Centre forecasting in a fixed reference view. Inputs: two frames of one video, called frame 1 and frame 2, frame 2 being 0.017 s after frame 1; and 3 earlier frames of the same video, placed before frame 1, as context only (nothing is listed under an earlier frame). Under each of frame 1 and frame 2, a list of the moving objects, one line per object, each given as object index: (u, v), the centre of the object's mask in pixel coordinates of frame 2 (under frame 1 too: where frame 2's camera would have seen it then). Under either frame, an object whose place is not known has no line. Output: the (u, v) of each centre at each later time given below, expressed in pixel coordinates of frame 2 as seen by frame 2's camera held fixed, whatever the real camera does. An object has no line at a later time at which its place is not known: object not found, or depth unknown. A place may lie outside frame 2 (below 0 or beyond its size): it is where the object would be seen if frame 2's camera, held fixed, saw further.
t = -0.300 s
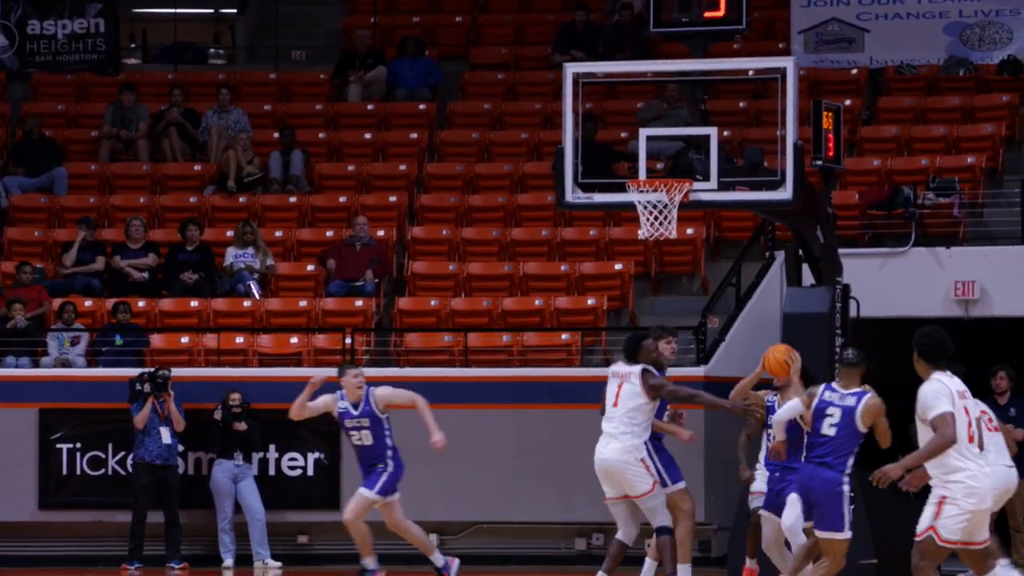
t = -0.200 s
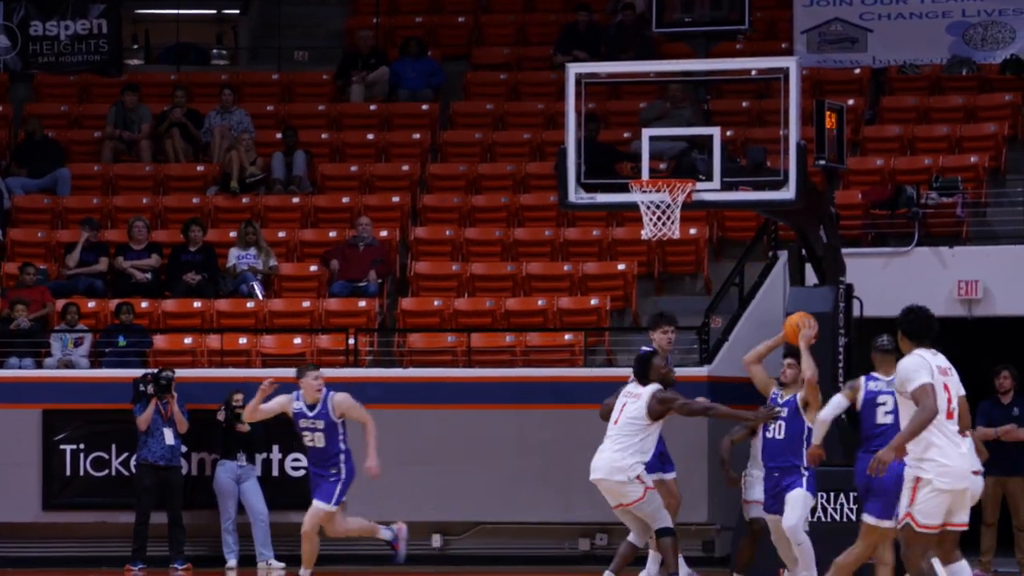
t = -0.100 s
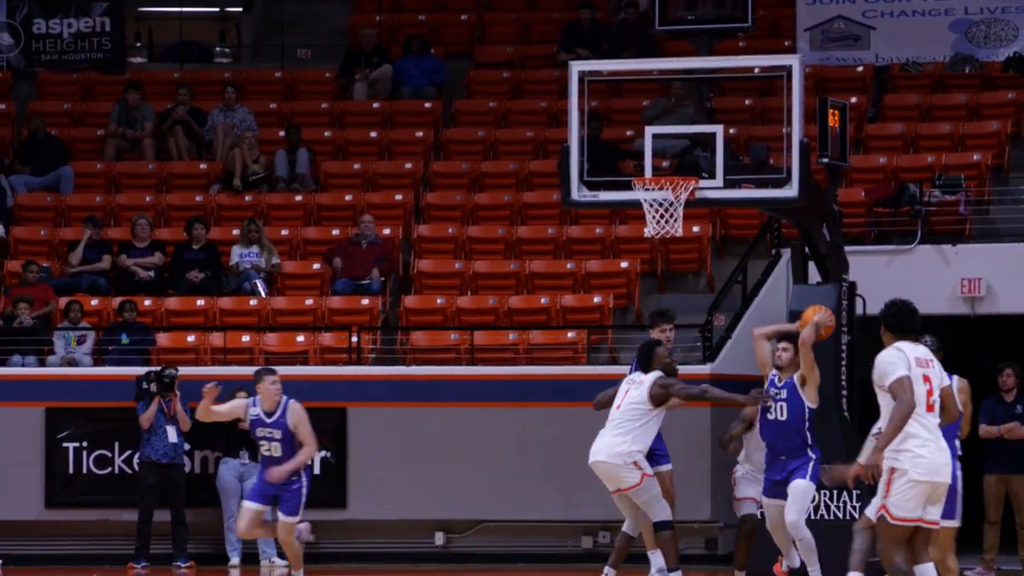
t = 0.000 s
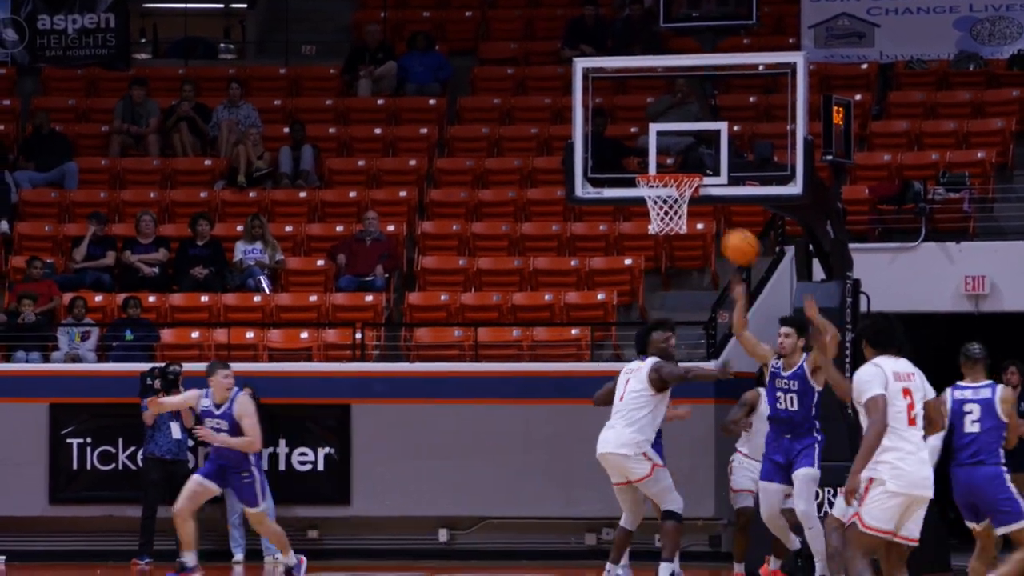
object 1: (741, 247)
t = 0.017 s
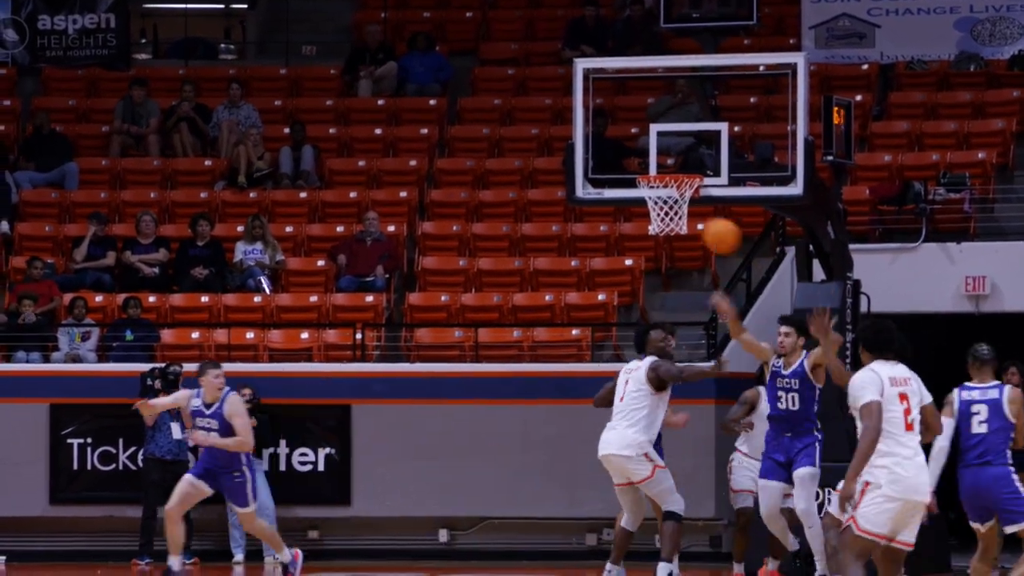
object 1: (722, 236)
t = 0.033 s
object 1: (703, 225)
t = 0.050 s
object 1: (681, 213)
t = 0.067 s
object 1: (659, 201)
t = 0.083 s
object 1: (638, 192)
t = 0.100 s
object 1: (616, 180)
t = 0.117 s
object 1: (597, 171)
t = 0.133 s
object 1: (574, 161)
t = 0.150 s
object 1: (552, 152)
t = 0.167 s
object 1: (533, 142)
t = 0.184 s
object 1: (510, 133)
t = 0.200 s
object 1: (489, 125)
